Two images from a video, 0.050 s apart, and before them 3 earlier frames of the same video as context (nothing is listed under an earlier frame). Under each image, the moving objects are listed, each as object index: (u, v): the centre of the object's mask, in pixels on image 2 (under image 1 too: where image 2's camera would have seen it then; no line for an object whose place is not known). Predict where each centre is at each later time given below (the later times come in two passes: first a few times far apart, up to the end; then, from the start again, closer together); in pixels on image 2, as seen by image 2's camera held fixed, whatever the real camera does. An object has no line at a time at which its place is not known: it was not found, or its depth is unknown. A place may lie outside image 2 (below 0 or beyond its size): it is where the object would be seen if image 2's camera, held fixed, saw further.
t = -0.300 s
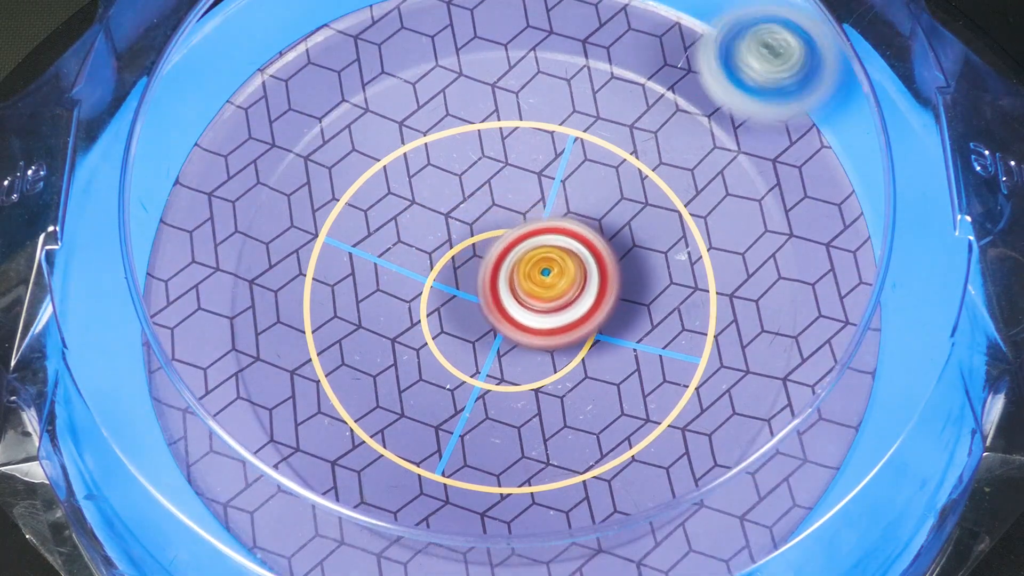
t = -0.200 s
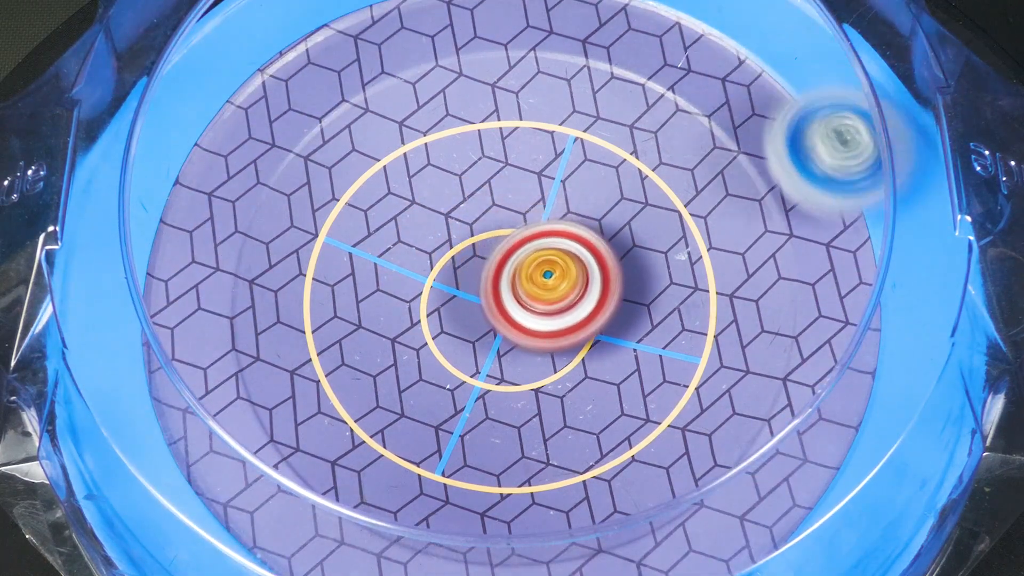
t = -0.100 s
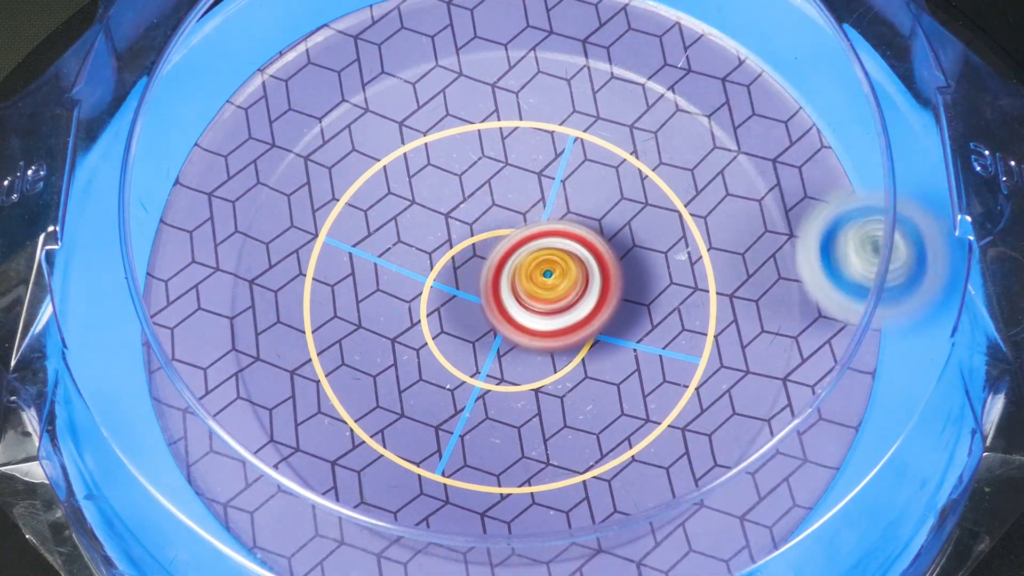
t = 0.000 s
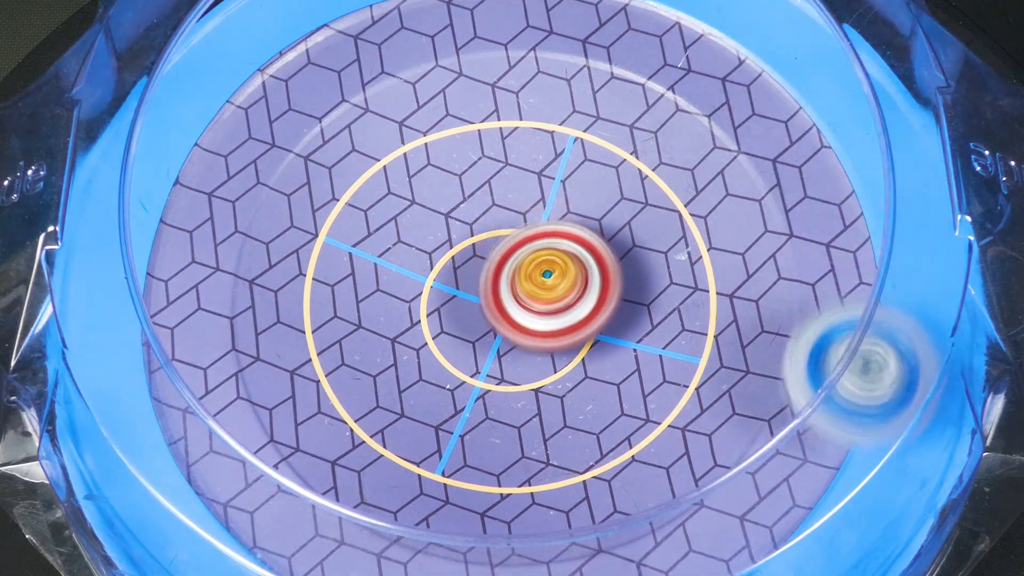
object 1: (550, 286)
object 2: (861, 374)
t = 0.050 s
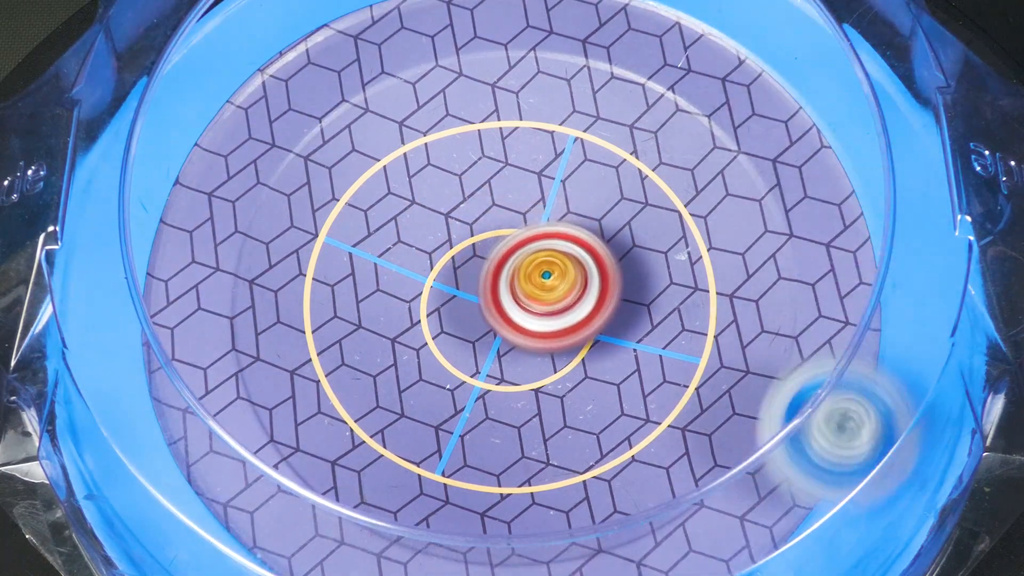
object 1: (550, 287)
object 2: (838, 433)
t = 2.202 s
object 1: (485, 293)
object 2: (674, 547)
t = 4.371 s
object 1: (522, 279)
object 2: (593, 501)
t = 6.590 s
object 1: (496, 295)
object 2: (576, 452)
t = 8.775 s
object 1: (264, 187)
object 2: (735, 537)
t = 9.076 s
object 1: (181, 198)
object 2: (689, 545)
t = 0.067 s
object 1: (549, 288)
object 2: (828, 451)
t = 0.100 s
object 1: (548, 289)
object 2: (803, 488)
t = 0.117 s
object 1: (549, 289)
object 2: (789, 505)
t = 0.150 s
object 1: (547, 291)
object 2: (757, 524)
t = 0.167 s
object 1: (547, 291)
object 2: (741, 532)
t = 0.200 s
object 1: (545, 293)
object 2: (706, 542)
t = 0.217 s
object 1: (544, 293)
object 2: (682, 547)
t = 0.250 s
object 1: (543, 295)
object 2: (646, 553)
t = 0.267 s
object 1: (542, 295)
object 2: (624, 556)
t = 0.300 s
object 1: (541, 296)
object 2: (582, 560)
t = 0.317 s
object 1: (540, 297)
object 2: (561, 561)
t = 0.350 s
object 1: (539, 298)
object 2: (515, 563)
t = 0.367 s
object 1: (538, 298)
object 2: (493, 563)
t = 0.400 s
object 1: (537, 299)
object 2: (448, 561)
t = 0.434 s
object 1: (536, 301)
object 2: (403, 557)
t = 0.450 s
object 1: (535, 302)
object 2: (382, 556)
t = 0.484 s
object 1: (534, 304)
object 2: (344, 546)
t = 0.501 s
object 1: (533, 305)
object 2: (327, 542)
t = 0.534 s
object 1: (533, 307)
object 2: (291, 532)
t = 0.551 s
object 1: (532, 308)
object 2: (276, 526)
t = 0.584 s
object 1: (531, 310)
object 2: (245, 514)
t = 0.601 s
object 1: (531, 311)
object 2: (223, 508)
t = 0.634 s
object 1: (530, 312)
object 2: (204, 470)
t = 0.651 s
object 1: (530, 313)
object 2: (193, 455)
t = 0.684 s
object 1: (529, 314)
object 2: (179, 419)
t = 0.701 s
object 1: (529, 314)
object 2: (171, 400)
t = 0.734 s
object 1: (528, 314)
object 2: (161, 365)
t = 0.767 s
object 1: (527, 313)
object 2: (156, 329)
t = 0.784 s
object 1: (527, 313)
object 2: (154, 311)
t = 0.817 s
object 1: (526, 313)
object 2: (156, 275)
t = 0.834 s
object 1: (525, 313)
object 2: (158, 258)
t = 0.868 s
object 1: (525, 313)
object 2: (164, 223)
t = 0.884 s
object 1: (524, 313)
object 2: (170, 206)
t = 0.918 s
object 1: (523, 312)
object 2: (184, 173)
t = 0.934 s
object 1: (522, 312)
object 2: (191, 158)
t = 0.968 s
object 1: (521, 313)
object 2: (208, 125)
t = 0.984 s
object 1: (520, 313)
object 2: (218, 112)
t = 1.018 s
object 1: (519, 313)
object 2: (243, 84)
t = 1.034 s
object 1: (518, 313)
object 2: (256, 71)
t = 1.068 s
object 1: (517, 313)
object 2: (284, 50)
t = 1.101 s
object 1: (514, 313)
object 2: (312, 38)
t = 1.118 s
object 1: (513, 313)
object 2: (328, 33)
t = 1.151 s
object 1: (512, 313)
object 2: (359, 26)
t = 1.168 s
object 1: (511, 312)
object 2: (376, 24)
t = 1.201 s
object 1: (510, 311)
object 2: (407, 18)
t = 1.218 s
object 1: (510, 311)
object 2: (424, 16)
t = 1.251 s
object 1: (508, 311)
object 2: (456, 13)
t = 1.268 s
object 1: (508, 310)
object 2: (472, 12)
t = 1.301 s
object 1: (507, 310)
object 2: (506, 12)
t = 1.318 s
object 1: (506, 310)
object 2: (524, 12)
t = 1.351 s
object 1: (505, 310)
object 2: (562, 13)
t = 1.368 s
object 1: (504, 310)
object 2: (573, 13)
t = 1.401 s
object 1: (502, 310)
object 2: (606, 16)
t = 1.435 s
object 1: (501, 310)
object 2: (642, 20)
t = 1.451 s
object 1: (500, 310)
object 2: (656, 22)
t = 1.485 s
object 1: (498, 309)
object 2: (689, 29)
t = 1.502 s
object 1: (498, 309)
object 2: (703, 32)
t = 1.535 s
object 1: (496, 309)
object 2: (734, 42)
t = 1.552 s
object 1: (495, 309)
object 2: (748, 48)
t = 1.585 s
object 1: (494, 309)
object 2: (773, 63)
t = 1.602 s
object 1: (493, 309)
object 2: (783, 75)
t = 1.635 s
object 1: (492, 308)
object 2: (802, 100)
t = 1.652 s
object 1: (492, 307)
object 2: (813, 114)
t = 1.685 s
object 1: (491, 306)
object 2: (832, 140)
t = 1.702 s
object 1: (491, 306)
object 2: (840, 153)
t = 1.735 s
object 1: (491, 305)
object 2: (852, 183)
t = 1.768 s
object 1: (490, 304)
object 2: (862, 214)
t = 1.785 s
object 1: (490, 304)
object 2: (867, 229)
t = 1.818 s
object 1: (490, 303)
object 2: (872, 260)
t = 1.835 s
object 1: (490, 303)
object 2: (874, 276)
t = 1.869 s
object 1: (489, 302)
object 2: (873, 308)
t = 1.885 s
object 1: (488, 301)
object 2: (872, 325)
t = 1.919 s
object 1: (488, 300)
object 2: (864, 358)
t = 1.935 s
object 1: (488, 300)
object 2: (859, 375)
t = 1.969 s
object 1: (487, 299)
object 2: (848, 410)
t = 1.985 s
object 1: (487, 298)
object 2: (841, 426)
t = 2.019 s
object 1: (487, 297)
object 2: (822, 457)
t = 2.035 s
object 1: (487, 297)
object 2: (813, 471)
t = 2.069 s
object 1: (487, 296)
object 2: (789, 501)
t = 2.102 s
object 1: (486, 295)
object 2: (763, 517)
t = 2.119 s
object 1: (486, 295)
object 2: (749, 524)
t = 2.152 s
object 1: (486, 294)
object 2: (719, 534)
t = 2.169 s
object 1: (485, 294)
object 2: (704, 538)
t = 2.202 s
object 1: (485, 293)
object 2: (674, 547)
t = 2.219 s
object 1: (485, 292)
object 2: (658, 551)
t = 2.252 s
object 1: (485, 291)
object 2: (624, 556)
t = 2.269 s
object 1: (484, 290)
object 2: (606, 557)
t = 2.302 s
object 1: (484, 289)
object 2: (569, 559)
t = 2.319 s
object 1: (484, 288)
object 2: (551, 560)
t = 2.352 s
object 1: (484, 287)
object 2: (513, 561)
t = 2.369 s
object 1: (483, 287)
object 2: (494, 561)
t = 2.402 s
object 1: (483, 285)
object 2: (456, 560)
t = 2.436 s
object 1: (484, 284)
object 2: (419, 558)
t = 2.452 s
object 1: (483, 284)
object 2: (407, 550)
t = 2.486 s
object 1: (482, 282)
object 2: (373, 544)
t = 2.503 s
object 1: (482, 282)
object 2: (358, 539)
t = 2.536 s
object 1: (482, 281)
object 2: (328, 532)
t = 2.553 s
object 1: (481, 280)
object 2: (312, 527)
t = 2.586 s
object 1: (480, 280)
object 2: (284, 517)
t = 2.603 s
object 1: (480, 279)
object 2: (271, 511)
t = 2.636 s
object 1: (480, 279)
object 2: (251, 486)
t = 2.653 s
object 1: (480, 279)
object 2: (237, 475)
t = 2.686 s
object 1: (479, 279)
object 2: (216, 450)
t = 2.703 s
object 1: (479, 278)
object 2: (206, 437)
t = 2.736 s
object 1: (479, 278)
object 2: (190, 412)
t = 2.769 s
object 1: (480, 278)
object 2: (177, 383)
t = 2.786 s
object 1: (480, 278)
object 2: (173, 369)
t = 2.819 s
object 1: (480, 277)
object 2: (163, 343)
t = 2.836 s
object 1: (481, 277)
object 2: (160, 329)
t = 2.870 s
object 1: (481, 276)
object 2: (156, 300)
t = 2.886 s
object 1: (482, 276)
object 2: (155, 286)
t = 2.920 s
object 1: (483, 275)
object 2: (160, 254)
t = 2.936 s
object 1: (483, 275)
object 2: (163, 237)
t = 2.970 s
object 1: (484, 274)
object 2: (170, 207)
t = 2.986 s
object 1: (485, 273)
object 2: (174, 193)
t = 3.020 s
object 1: (486, 273)
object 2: (189, 164)
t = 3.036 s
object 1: (486, 272)
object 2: (195, 151)
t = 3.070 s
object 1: (487, 272)
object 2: (209, 126)
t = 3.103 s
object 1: (488, 271)
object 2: (227, 101)
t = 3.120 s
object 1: (489, 271)
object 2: (237, 89)
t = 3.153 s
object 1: (490, 270)
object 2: (259, 67)
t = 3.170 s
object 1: (490, 270)
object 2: (272, 57)
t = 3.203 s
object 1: (491, 269)
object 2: (296, 44)
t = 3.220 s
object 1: (492, 269)
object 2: (309, 40)
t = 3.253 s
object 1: (493, 269)
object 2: (337, 32)
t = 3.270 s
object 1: (494, 268)
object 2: (350, 28)
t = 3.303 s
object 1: (495, 268)
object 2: (379, 23)
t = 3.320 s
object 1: (496, 268)
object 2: (392, 21)
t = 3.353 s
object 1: (497, 267)
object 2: (419, 18)
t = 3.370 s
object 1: (498, 267)
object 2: (433, 16)
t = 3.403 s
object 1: (500, 266)
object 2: (458, 15)
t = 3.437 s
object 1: (501, 266)
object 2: (484, 14)
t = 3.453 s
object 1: (501, 266)
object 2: (496, 13)
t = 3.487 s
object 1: (503, 266)
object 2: (522, 13)
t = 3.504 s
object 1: (503, 266)
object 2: (534, 14)
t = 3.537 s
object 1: (504, 266)
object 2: (559, 15)
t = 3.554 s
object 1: (504, 266)
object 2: (570, 16)
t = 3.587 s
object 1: (505, 266)
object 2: (594, 18)
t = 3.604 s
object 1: (505, 266)
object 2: (608, 19)
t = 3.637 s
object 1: (506, 267)
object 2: (631, 23)
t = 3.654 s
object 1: (506, 267)
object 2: (644, 26)
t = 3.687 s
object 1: (506, 267)
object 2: (667, 31)
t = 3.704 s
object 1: (507, 267)
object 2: (678, 34)
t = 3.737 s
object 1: (508, 268)
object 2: (699, 41)
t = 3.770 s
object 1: (509, 269)
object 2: (720, 50)
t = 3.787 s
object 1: (509, 269)
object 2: (730, 55)
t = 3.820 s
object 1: (510, 269)
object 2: (748, 72)
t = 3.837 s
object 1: (510, 269)
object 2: (756, 83)
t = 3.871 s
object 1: (511, 270)
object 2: (772, 100)
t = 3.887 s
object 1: (511, 270)
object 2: (780, 111)
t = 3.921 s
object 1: (512, 270)
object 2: (792, 135)
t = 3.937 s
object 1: (512, 270)
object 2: (798, 147)
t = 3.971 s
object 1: (513, 271)
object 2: (806, 173)
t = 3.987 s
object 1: (514, 271)
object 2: (809, 185)
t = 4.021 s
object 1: (515, 272)
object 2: (813, 212)
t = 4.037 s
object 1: (516, 272)
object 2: (814, 224)
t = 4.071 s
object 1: (516, 272)
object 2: (813, 253)
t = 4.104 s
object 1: (517, 273)
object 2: (812, 281)
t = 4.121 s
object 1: (517, 273)
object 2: (810, 296)
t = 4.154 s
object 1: (518, 273)
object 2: (803, 323)
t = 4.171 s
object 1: (518, 274)
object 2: (798, 338)
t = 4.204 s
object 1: (519, 275)
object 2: (784, 369)
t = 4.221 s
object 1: (519, 275)
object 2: (771, 387)
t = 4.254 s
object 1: (521, 276)
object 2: (741, 418)
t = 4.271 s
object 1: (521, 276)
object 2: (724, 434)
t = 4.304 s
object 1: (521, 277)
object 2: (684, 461)
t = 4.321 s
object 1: (522, 277)
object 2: (663, 474)
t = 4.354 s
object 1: (522, 278)
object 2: (617, 494)
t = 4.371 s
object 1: (522, 279)
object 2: (593, 501)
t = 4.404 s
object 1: (523, 279)
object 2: (545, 508)
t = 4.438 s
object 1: (523, 280)
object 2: (494, 508)
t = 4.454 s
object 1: (523, 280)
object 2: (471, 506)
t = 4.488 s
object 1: (524, 281)
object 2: (422, 495)
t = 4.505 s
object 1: (524, 281)
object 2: (400, 485)
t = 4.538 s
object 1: (525, 282)
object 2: (361, 463)
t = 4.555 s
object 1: (525, 282)
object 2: (344, 449)
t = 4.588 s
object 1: (525, 282)
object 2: (313, 418)
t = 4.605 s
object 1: (525, 283)
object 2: (301, 403)
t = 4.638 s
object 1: (525, 283)
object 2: (279, 370)
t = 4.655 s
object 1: (525, 283)
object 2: (270, 350)
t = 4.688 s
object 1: (525, 284)
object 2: (259, 311)
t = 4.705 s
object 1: (525, 284)
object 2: (258, 292)
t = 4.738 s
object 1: (525, 285)
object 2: (257, 255)
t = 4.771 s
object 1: (525, 286)
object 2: (265, 218)
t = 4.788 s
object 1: (525, 286)
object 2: (271, 200)
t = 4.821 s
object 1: (524, 287)
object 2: (288, 166)
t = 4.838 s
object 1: (524, 287)
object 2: (299, 151)
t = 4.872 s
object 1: (524, 287)
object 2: (324, 123)
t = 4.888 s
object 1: (524, 288)
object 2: (338, 111)
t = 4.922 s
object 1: (524, 288)
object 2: (371, 91)
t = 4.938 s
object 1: (523, 289)
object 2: (388, 82)
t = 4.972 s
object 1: (523, 289)
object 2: (426, 68)
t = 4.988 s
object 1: (523, 290)
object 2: (444, 65)
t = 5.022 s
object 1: (522, 290)
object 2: (483, 61)
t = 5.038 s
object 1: (522, 291)
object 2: (504, 61)
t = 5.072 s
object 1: (522, 291)
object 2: (543, 65)
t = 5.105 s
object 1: (522, 292)
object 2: (582, 76)
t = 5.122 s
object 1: (521, 292)
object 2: (600, 84)
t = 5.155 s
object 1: (521, 293)
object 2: (636, 105)
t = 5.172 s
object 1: (521, 293)
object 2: (653, 118)
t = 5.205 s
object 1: (520, 294)
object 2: (680, 145)
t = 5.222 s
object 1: (520, 294)
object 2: (691, 162)
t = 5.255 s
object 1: (519, 295)
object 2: (710, 198)
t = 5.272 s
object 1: (519, 295)
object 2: (717, 216)
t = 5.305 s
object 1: (519, 295)
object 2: (726, 257)
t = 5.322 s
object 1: (518, 296)
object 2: (726, 278)
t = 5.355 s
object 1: (518, 296)
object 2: (720, 319)
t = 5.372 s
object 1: (518, 296)
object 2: (713, 338)
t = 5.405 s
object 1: (517, 297)
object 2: (695, 376)
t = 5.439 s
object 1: (516, 297)
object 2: (668, 410)
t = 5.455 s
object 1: (516, 298)
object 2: (652, 428)
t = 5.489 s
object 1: (515, 298)
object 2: (616, 449)
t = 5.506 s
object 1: (515, 299)
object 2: (595, 457)
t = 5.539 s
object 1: (514, 299)
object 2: (555, 470)
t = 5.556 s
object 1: (513, 299)
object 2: (532, 473)
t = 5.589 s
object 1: (513, 299)
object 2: (488, 475)
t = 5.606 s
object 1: (513, 300)
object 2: (467, 474)
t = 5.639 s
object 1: (512, 300)
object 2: (425, 464)
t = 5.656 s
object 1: (512, 300)
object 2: (405, 458)
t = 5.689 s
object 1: (511, 300)
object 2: (368, 440)
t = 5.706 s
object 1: (511, 300)
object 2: (354, 429)
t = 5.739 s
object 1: (510, 300)
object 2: (324, 400)
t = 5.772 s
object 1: (509, 300)
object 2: (305, 369)
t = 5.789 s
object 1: (509, 300)
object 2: (299, 352)
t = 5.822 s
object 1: (508, 300)
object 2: (287, 319)
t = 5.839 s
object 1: (507, 300)
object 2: (286, 300)
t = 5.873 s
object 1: (507, 300)
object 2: (287, 263)
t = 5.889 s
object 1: (506, 300)
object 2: (290, 247)
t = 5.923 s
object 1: (506, 300)
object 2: (302, 214)
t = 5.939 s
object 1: (505, 300)
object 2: (311, 199)
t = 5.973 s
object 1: (505, 300)
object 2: (334, 169)
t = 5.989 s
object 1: (505, 301)
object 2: (347, 158)
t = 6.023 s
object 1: (504, 301)
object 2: (374, 135)
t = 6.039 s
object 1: (504, 301)
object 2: (391, 127)
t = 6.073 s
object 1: (503, 301)
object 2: (427, 113)
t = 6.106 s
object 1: (503, 301)
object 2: (464, 107)
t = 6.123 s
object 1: (503, 301)
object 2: (482, 106)
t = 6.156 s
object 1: (502, 300)
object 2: (521, 105)
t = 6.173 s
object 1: (502, 300)
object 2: (540, 108)
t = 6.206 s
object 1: (502, 300)
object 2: (577, 119)
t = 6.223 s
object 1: (501, 300)
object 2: (595, 128)
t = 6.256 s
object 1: (501, 300)
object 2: (630, 149)
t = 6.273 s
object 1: (501, 299)
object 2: (642, 162)
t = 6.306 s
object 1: (500, 299)
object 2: (669, 189)
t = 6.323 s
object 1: (500, 299)
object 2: (678, 205)
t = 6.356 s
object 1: (499, 299)
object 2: (692, 241)
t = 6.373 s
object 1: (499, 298)
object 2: (697, 257)
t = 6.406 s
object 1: (499, 298)
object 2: (699, 294)
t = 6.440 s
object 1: (499, 298)
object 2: (693, 331)
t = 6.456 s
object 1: (498, 298)
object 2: (686, 350)
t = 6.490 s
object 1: (498, 297)
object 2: (668, 383)
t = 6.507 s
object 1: (497, 296)
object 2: (656, 397)
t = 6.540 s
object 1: (497, 296)
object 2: (629, 424)
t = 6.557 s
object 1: (497, 295)
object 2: (612, 435)
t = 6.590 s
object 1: (496, 295)
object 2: (576, 452)
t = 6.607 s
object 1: (496, 294)
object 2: (557, 459)
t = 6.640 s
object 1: (496, 294)
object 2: (519, 464)
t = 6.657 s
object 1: (496, 294)
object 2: (498, 466)
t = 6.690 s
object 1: (496, 293)
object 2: (459, 459)
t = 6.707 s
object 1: (496, 293)
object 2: (441, 453)
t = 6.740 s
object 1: (496, 292)
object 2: (406, 437)
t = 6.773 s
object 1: (496, 292)
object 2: (375, 414)
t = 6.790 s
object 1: (496, 291)
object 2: (363, 402)
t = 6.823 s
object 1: (496, 291)
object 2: (343, 372)
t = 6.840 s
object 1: (496, 291)
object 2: (336, 358)
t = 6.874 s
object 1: (496, 290)
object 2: (326, 323)
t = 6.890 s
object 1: (496, 290)
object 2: (323, 306)
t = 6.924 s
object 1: (496, 289)
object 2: (324, 273)
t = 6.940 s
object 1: (496, 288)
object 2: (329, 257)
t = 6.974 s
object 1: (497, 287)
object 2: (343, 224)
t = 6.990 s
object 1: (497, 287)
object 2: (351, 211)
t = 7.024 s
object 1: (496, 286)
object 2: (373, 184)
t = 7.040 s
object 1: (496, 286)
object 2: (386, 174)
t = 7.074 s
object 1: (497, 285)
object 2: (416, 155)
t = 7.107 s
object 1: (497, 285)
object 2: (448, 142)
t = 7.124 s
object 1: (497, 285)
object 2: (466, 138)
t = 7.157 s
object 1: (498, 284)
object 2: (500, 132)
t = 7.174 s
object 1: (498, 284)
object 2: (519, 133)
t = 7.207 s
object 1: (498, 284)
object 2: (554, 138)
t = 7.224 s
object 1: (499, 283)
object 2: (571, 142)
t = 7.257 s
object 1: (499, 283)
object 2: (602, 157)
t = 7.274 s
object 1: (500, 283)
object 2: (620, 168)
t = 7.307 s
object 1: (500, 283)
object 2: (644, 189)
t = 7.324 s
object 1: (500, 282)
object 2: (654, 203)
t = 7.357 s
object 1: (501, 282)
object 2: (670, 232)
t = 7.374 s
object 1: (502, 282)
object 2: (676, 248)
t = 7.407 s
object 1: (502, 282)
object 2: (679, 279)
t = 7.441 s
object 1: (503, 282)
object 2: (677, 312)
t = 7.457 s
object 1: (503, 281)
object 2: (672, 327)
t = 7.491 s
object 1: (504, 281)
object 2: (656, 359)
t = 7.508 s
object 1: (504, 281)
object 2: (646, 371)
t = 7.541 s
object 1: (505, 280)
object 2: (620, 396)
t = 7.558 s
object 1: (505, 280)
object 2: (605, 406)
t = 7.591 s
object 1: (505, 280)
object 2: (574, 421)
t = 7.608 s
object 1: (506, 279)
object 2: (557, 426)
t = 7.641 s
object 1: (506, 279)
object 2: (521, 432)
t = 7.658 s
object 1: (507, 279)
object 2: (503, 433)
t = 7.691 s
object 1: (507, 279)
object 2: (469, 426)
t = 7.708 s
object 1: (507, 279)
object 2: (451, 419)
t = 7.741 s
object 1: (508, 279)
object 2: (423, 400)
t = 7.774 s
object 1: (509, 279)
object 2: (398, 377)
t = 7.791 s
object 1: (509, 279)
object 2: (388, 364)
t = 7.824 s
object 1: (509, 279)
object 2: (374, 336)
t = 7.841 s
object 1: (510, 278)
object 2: (370, 322)
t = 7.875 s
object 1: (512, 278)
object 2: (365, 293)
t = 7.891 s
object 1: (513, 278)
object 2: (364, 279)
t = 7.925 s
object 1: (516, 277)
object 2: (369, 253)
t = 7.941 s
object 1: (517, 277)
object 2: (372, 240)
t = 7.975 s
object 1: (518, 277)
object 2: (385, 216)
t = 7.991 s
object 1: (518, 277)
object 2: (394, 205)
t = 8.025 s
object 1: (522, 278)
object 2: (409, 185)
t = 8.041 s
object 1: (525, 279)
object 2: (419, 174)
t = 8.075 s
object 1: (529, 281)
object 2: (441, 158)
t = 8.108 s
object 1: (531, 281)
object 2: (467, 145)
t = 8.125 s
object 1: (531, 281)
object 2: (480, 140)
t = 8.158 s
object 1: (532, 281)
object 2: (507, 135)
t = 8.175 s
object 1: (532, 281)
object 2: (524, 136)
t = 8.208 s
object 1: (532, 281)
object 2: (552, 142)
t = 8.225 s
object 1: (531, 283)
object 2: (566, 145)
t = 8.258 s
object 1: (529, 291)
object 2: (595, 152)
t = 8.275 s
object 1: (529, 294)
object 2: (607, 159)
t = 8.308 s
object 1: (529, 297)
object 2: (631, 179)
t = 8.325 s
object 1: (529, 298)
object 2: (639, 189)
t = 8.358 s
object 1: (529, 299)
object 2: (654, 215)
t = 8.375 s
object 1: (523, 303)
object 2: (663, 225)
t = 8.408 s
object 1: (500, 318)
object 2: (688, 238)
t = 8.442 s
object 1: (484, 326)
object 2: (700, 258)
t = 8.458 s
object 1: (479, 329)
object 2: (702, 271)
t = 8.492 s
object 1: (474, 333)
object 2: (701, 298)
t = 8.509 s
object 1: (475, 335)
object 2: (697, 311)
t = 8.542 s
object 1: (478, 338)
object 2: (683, 340)
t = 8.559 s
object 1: (481, 340)
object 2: (673, 351)
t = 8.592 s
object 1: (488, 342)
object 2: (650, 374)
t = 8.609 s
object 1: (491, 342)
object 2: (635, 386)
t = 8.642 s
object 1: (445, 308)
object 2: (659, 424)
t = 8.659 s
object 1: (416, 288)
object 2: (676, 445)
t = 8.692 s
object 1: (367, 251)
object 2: (702, 486)
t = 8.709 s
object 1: (343, 235)
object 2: (709, 502)
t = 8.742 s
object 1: (304, 207)
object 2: (722, 524)
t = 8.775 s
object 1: (264, 187)
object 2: (735, 537)
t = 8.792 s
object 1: (249, 180)
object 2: (733, 538)
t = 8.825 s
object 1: (218, 174)
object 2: (718, 542)
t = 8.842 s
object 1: (206, 172)
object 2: (708, 543)
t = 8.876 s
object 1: (192, 170)
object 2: (687, 545)
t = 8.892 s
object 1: (188, 170)
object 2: (676, 541)
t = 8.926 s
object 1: (184, 173)
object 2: (666, 540)
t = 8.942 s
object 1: (183, 177)
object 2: (664, 539)
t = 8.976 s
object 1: (186, 187)
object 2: (664, 540)
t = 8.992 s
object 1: (186, 190)
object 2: (667, 540)
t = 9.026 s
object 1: (184, 195)
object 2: (674, 541)
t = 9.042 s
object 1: (182, 196)
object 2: (680, 545)
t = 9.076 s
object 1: (181, 198)
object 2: (689, 545)
